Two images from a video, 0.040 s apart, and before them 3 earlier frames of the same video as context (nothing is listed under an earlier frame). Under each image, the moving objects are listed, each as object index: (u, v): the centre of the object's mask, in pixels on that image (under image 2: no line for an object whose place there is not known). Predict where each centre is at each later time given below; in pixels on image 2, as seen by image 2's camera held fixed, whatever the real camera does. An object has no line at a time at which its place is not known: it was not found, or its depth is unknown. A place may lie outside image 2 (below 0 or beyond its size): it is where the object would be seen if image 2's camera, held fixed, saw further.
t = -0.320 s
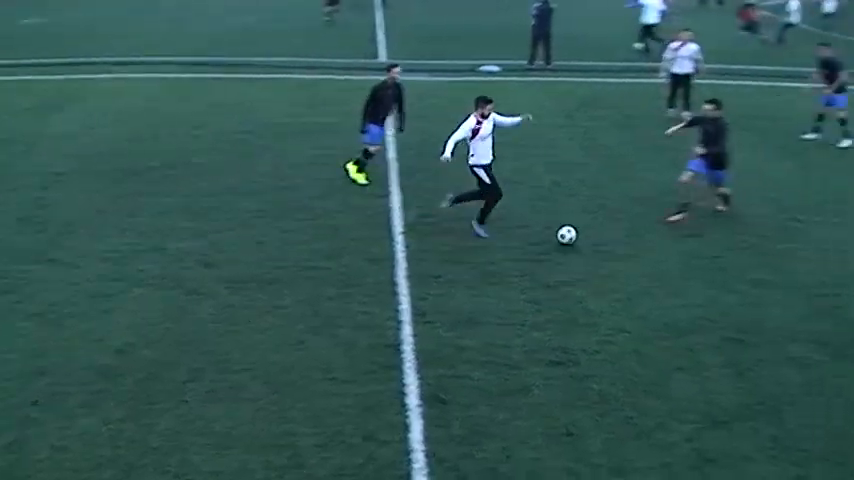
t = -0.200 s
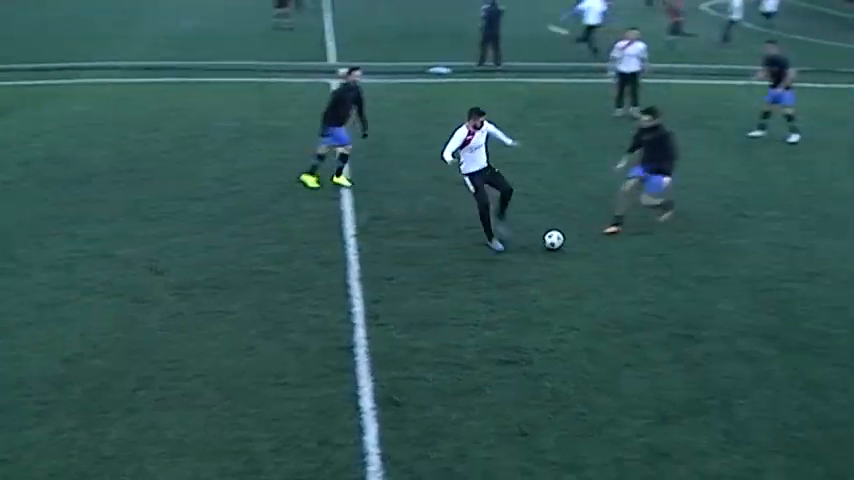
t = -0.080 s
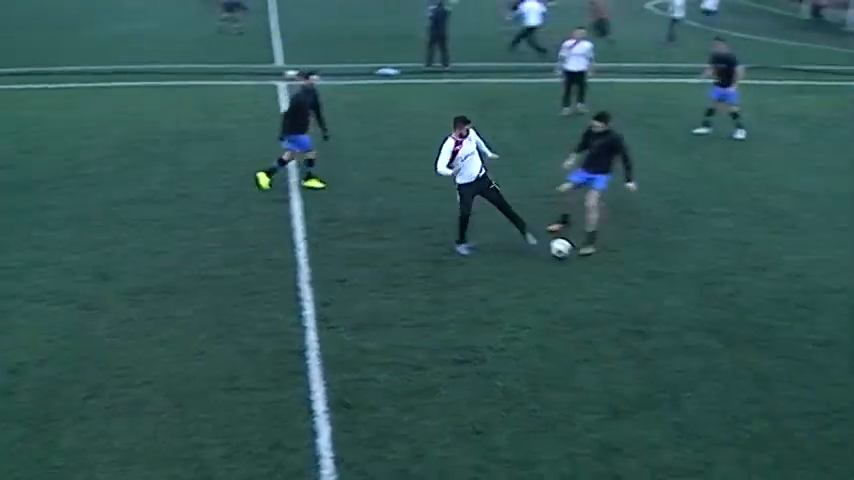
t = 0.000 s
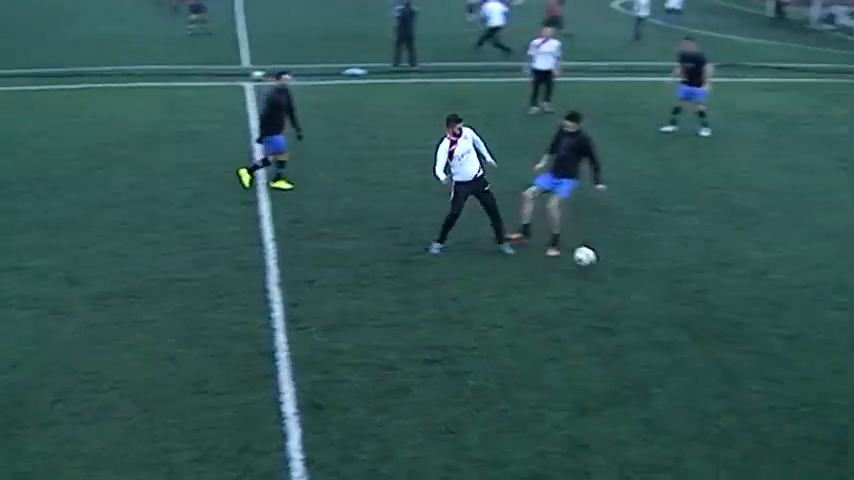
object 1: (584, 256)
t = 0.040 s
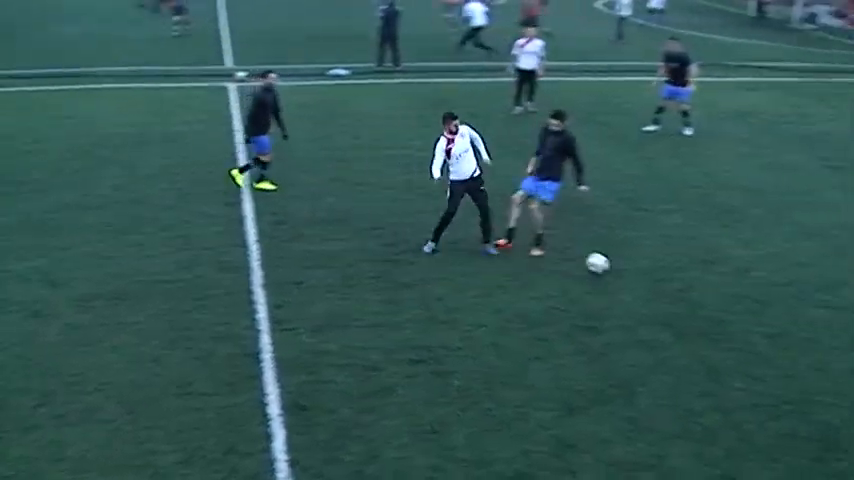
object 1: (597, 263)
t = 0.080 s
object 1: (626, 272)
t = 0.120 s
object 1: (655, 281)
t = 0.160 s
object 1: (682, 286)
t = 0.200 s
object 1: (710, 291)
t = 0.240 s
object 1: (737, 298)
